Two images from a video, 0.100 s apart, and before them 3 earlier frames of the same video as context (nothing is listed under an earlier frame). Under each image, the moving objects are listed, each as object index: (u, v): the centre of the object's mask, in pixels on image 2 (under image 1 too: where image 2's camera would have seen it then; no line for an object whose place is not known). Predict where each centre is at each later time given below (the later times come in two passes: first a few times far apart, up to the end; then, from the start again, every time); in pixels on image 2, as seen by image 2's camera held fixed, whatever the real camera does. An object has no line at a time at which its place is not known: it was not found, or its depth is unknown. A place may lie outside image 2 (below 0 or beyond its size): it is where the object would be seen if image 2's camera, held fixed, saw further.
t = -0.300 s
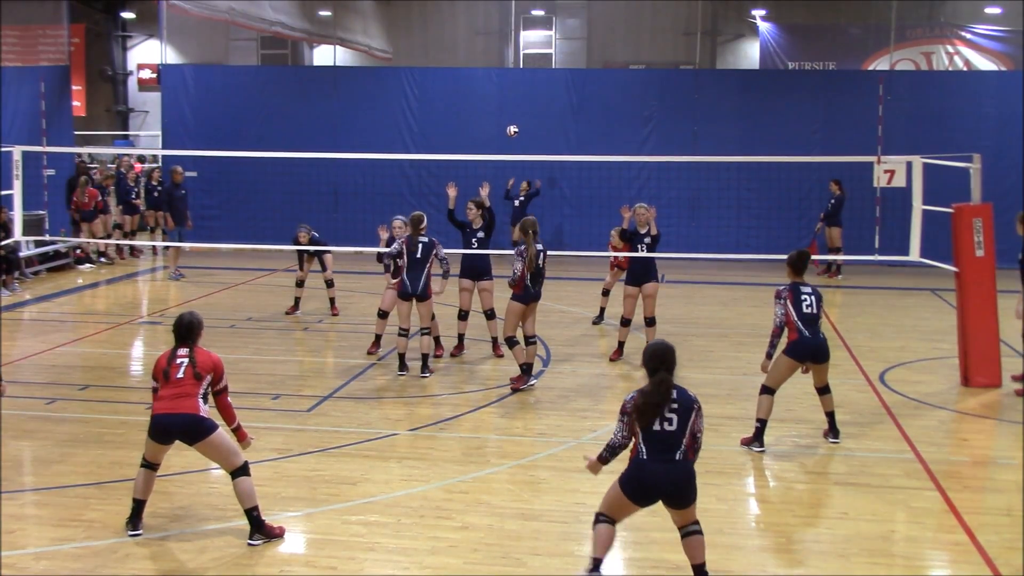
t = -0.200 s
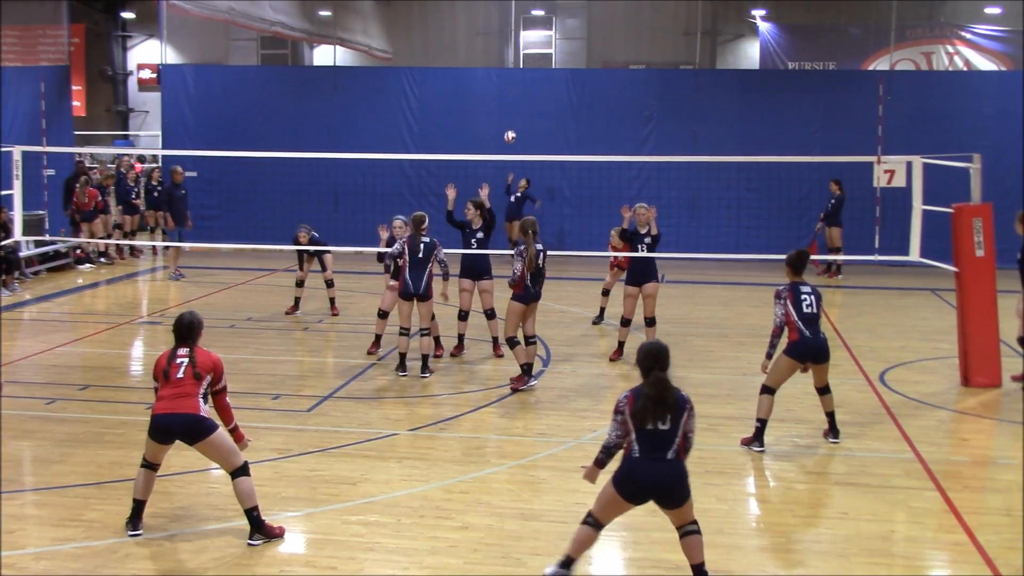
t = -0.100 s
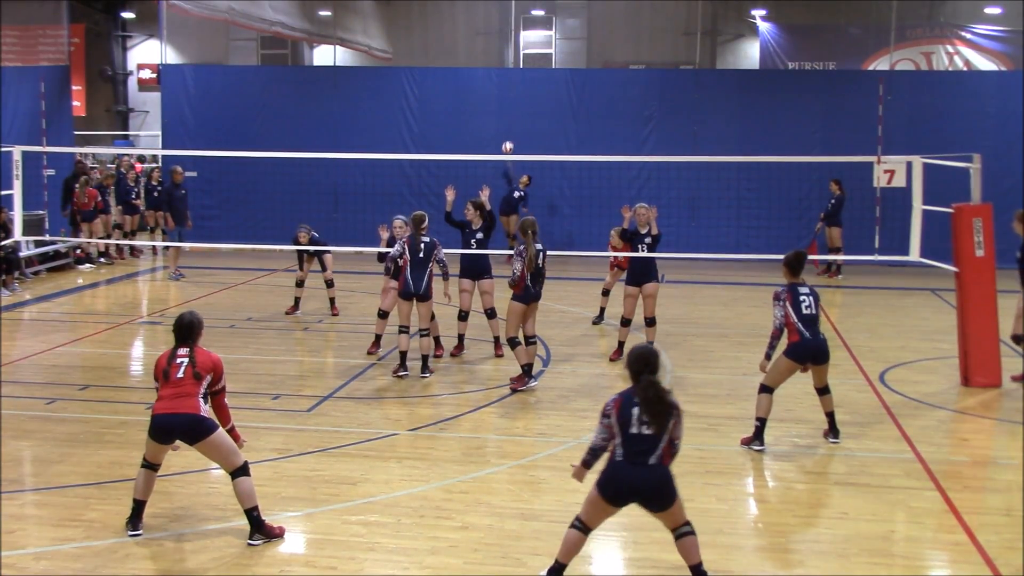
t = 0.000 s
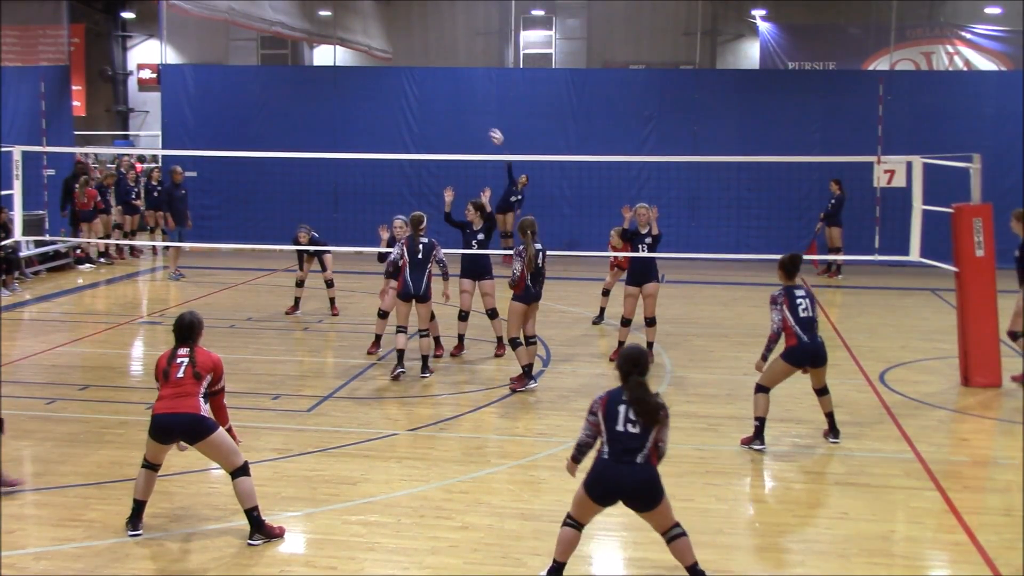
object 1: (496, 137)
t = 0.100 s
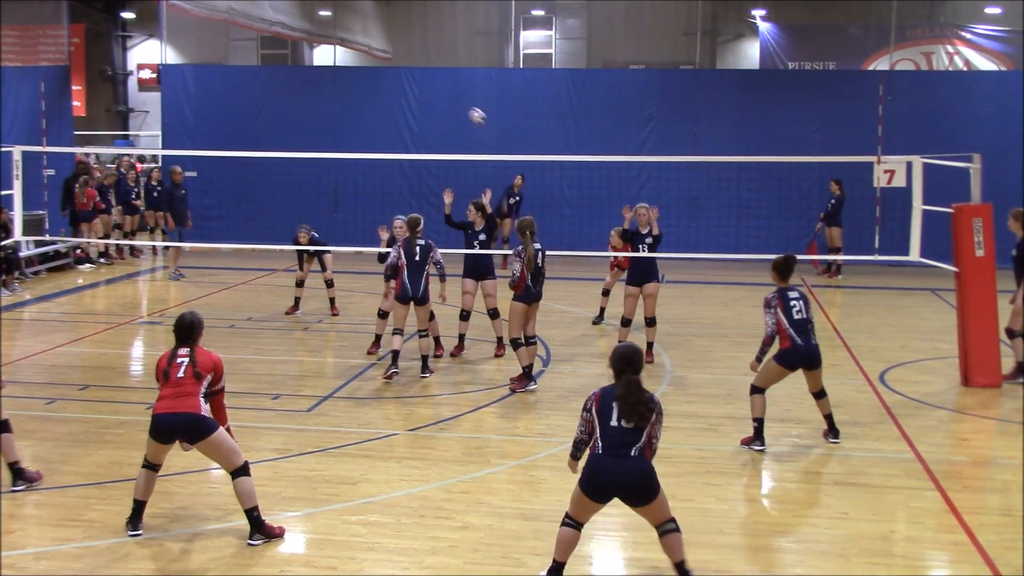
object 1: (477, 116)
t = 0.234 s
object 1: (444, 96)
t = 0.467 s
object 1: (364, 95)
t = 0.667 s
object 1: (263, 154)
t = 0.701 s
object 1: (239, 175)
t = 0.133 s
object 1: (469, 110)
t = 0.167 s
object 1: (462, 104)
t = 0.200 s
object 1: (453, 99)
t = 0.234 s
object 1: (444, 96)
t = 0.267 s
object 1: (434, 93)
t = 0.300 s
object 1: (425, 90)
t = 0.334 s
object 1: (414, 89)
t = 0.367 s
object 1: (402, 88)
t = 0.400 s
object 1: (391, 89)
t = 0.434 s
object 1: (378, 92)
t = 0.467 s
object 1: (364, 95)
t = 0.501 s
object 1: (350, 100)
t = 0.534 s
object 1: (335, 107)
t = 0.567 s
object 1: (319, 115)
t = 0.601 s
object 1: (301, 126)
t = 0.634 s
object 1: (282, 138)
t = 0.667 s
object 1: (263, 154)
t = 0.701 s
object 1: (239, 175)
